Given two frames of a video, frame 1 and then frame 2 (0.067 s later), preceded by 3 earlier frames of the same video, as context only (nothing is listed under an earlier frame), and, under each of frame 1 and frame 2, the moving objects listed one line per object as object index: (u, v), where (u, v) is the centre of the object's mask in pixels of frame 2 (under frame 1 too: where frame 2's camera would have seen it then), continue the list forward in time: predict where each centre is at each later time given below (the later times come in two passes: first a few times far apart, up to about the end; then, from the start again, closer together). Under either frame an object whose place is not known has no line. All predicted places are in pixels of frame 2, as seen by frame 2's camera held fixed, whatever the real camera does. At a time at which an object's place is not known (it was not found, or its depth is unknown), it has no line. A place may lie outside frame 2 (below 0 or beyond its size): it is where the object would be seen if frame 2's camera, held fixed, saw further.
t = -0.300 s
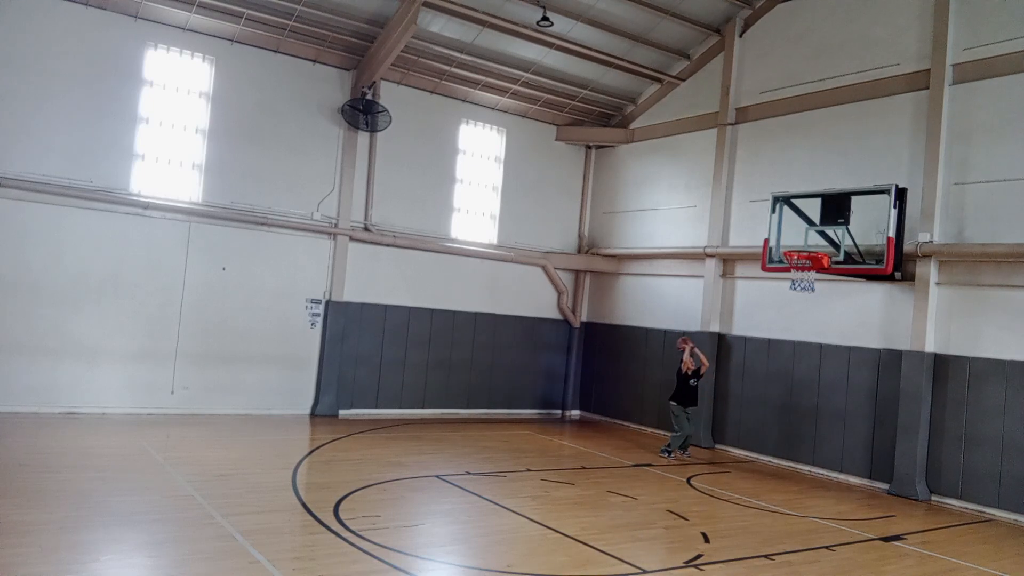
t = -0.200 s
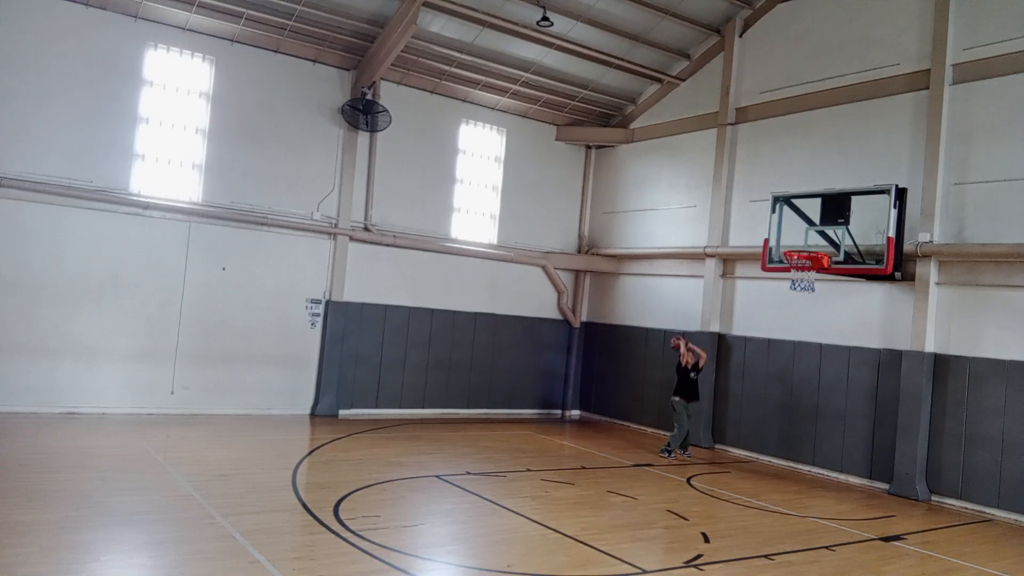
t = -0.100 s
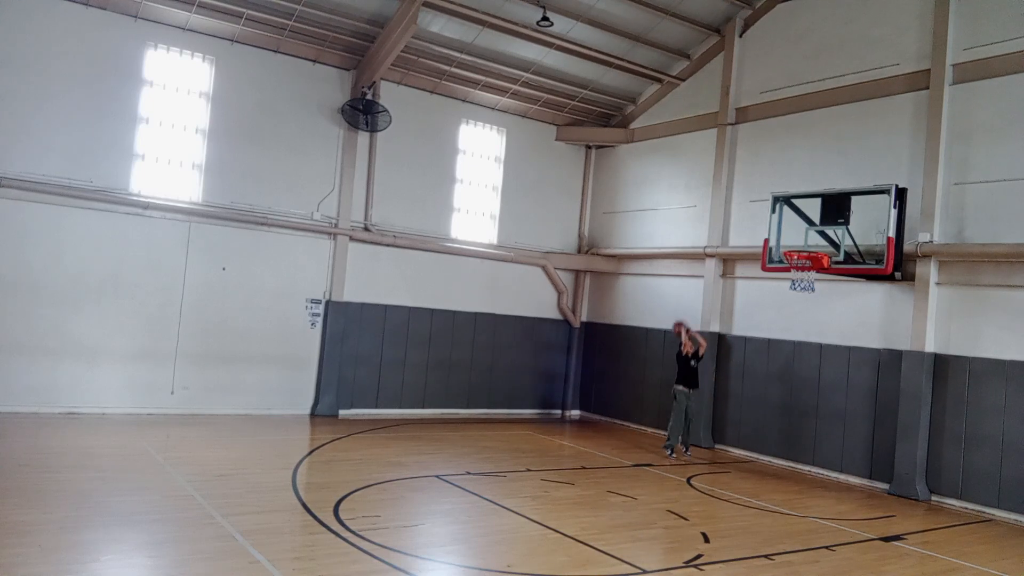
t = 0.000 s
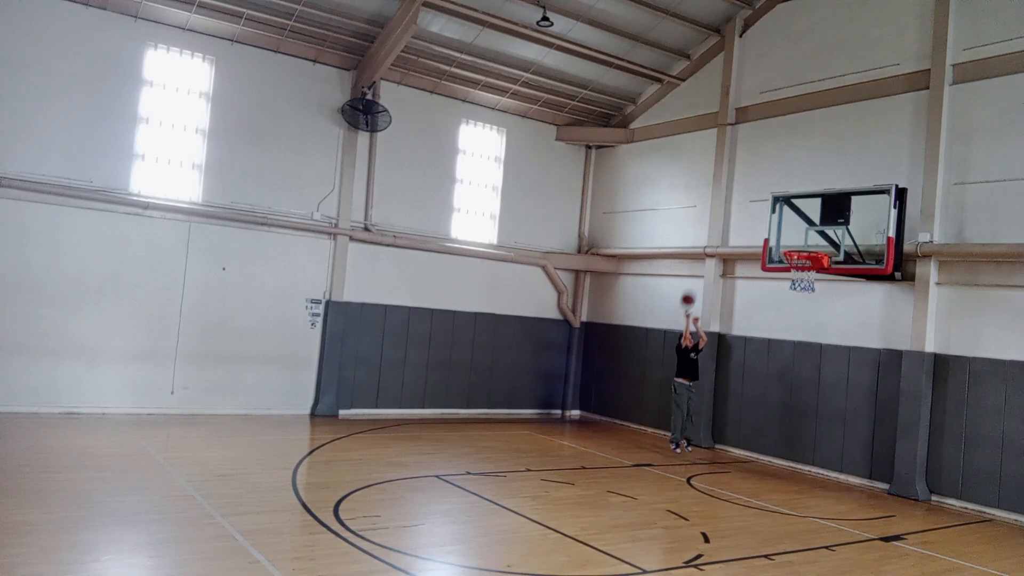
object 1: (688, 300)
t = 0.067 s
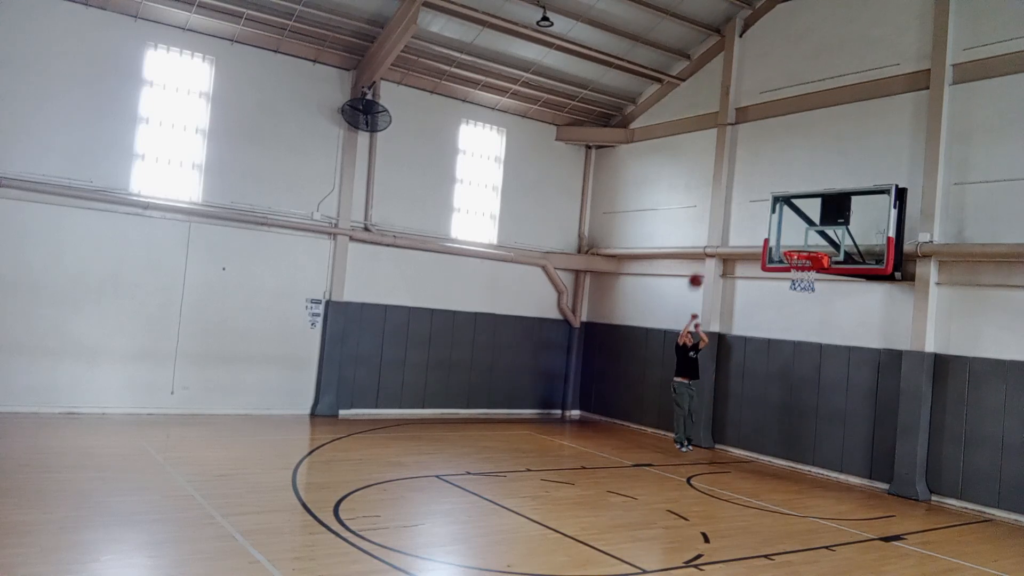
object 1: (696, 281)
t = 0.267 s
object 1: (718, 240)
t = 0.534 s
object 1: (746, 225)
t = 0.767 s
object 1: (771, 251)
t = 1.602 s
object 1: (857, 401)
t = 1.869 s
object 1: (882, 363)
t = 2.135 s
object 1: (904, 389)
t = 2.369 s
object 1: (922, 471)
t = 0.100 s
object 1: (699, 273)
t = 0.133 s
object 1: (703, 264)
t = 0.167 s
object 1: (706, 258)
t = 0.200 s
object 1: (710, 251)
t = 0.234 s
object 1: (714, 247)
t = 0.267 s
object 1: (718, 240)
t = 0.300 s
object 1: (721, 236)
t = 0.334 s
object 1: (725, 232)
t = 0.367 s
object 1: (729, 229)
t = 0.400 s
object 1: (732, 227)
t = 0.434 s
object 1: (736, 225)
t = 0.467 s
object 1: (739, 224)
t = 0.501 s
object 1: (743, 224)
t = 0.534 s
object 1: (746, 225)
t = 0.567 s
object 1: (750, 226)
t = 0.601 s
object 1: (753, 228)
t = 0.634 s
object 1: (757, 231)
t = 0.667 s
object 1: (760, 235)
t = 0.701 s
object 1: (764, 240)
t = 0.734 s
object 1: (768, 245)
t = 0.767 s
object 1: (771, 251)
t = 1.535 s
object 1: (851, 420)
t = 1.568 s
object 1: (854, 409)
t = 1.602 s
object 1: (857, 401)
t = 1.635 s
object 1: (861, 393)
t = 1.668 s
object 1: (863, 385)
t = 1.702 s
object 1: (867, 379)
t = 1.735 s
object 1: (870, 374)
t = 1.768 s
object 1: (873, 370)
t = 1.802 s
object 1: (876, 367)
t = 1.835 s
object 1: (880, 364)
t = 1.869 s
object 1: (882, 363)
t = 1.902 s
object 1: (885, 362)
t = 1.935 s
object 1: (888, 363)
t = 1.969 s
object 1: (891, 364)
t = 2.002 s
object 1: (893, 367)
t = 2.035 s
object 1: (897, 371)
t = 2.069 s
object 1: (899, 376)
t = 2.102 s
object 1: (901, 383)
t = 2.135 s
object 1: (904, 389)
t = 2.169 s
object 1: (907, 397)
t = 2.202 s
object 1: (909, 406)
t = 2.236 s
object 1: (912, 416)
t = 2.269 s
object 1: (914, 428)
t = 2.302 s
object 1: (917, 441)
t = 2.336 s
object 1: (919, 455)
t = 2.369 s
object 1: (922, 471)
